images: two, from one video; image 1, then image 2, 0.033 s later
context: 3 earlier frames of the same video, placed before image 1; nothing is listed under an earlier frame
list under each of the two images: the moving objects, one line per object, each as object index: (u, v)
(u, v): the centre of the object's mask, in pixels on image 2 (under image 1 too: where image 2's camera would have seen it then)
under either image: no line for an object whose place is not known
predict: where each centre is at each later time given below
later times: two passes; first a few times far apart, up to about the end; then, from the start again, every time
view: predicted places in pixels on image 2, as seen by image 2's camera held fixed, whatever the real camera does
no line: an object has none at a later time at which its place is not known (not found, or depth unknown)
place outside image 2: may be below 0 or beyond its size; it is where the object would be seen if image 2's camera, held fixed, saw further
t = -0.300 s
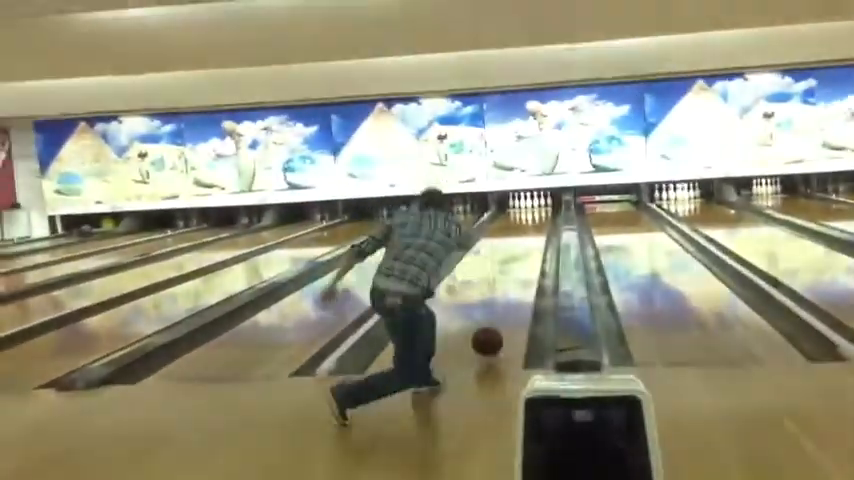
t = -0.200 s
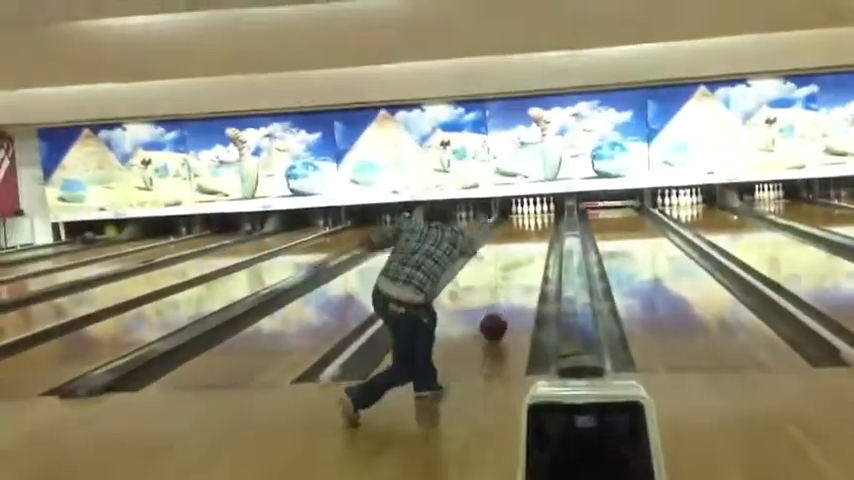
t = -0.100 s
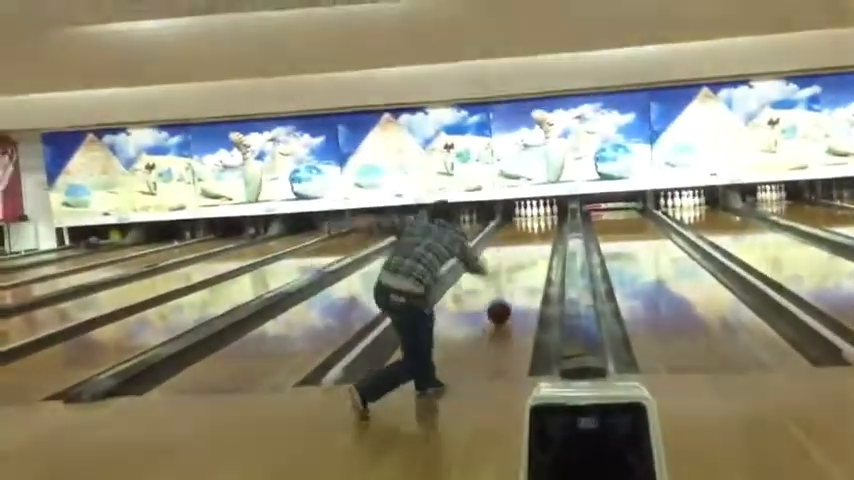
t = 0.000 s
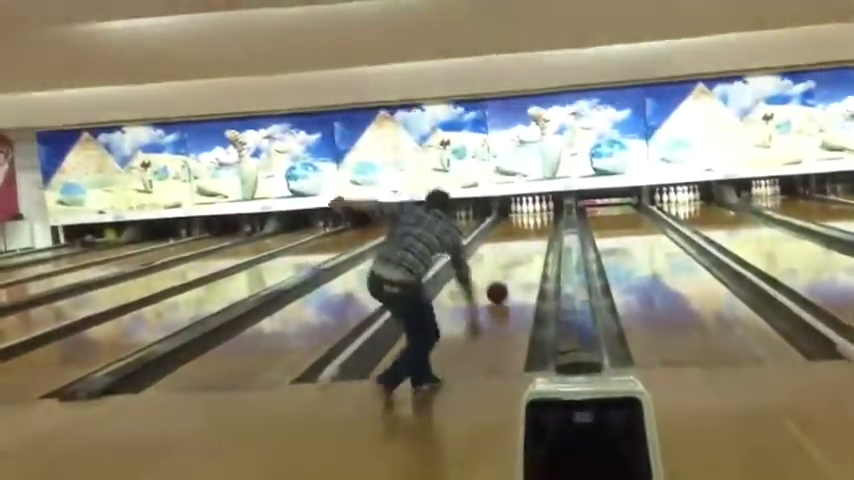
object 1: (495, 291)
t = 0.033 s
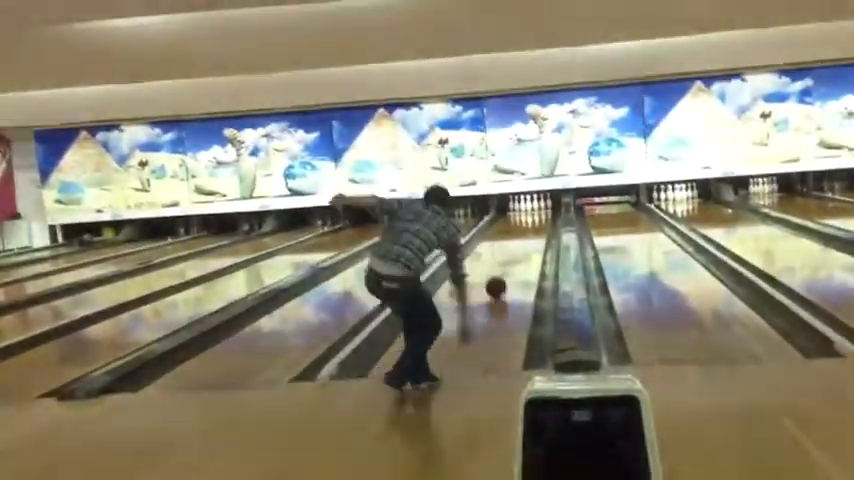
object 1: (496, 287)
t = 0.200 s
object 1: (499, 269)
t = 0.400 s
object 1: (501, 254)
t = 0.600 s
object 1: (503, 242)
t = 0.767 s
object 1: (504, 235)
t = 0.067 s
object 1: (496, 283)
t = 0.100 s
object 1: (496, 279)
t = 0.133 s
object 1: (497, 276)
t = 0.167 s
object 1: (498, 272)
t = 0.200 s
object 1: (499, 269)
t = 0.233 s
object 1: (499, 266)
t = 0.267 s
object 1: (499, 264)
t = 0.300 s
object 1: (500, 261)
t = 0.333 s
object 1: (500, 258)
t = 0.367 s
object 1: (501, 256)
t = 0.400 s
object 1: (501, 254)
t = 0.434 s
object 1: (501, 251)
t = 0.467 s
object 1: (501, 249)
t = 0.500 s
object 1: (502, 248)
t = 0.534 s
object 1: (502, 245)
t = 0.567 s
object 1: (502, 244)
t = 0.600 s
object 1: (503, 242)
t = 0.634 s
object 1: (503, 240)
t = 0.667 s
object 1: (503, 239)
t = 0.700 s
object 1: (504, 237)
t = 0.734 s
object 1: (504, 236)
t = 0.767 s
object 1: (504, 235)
